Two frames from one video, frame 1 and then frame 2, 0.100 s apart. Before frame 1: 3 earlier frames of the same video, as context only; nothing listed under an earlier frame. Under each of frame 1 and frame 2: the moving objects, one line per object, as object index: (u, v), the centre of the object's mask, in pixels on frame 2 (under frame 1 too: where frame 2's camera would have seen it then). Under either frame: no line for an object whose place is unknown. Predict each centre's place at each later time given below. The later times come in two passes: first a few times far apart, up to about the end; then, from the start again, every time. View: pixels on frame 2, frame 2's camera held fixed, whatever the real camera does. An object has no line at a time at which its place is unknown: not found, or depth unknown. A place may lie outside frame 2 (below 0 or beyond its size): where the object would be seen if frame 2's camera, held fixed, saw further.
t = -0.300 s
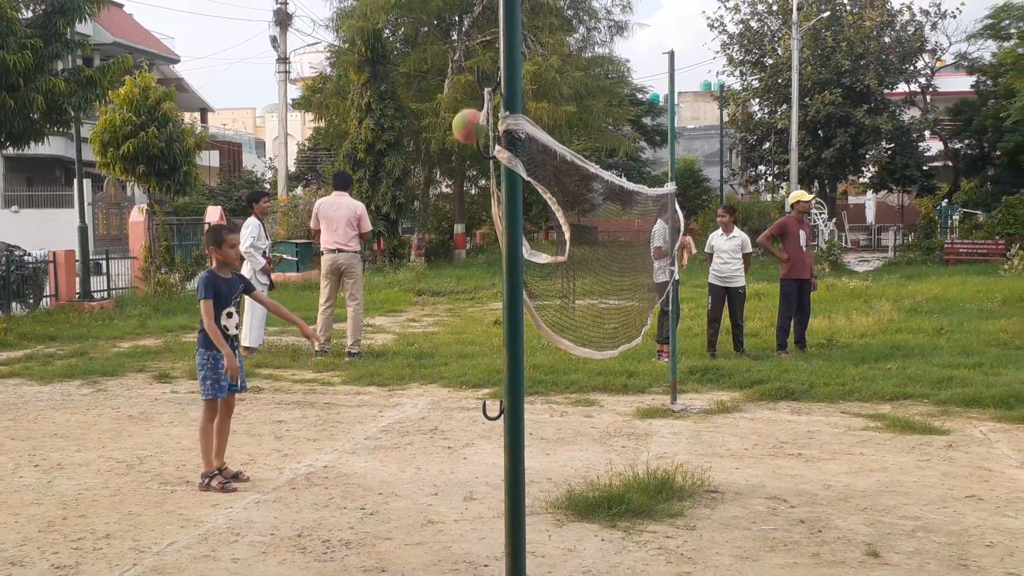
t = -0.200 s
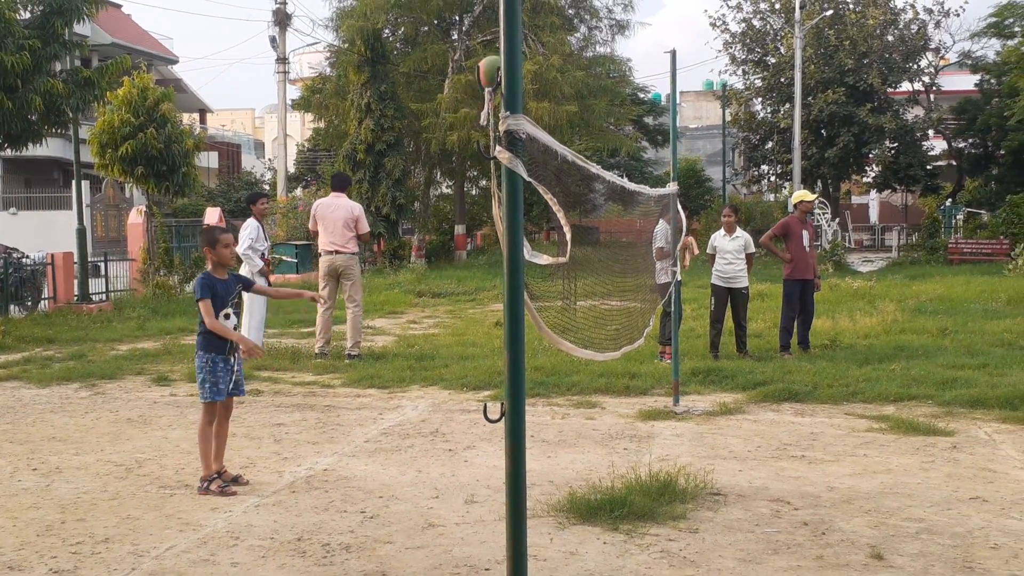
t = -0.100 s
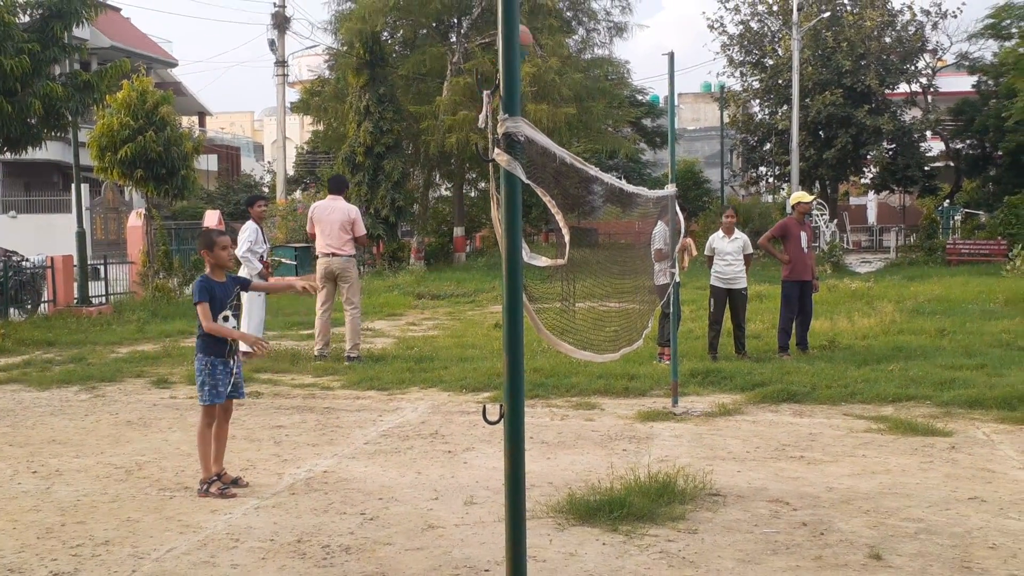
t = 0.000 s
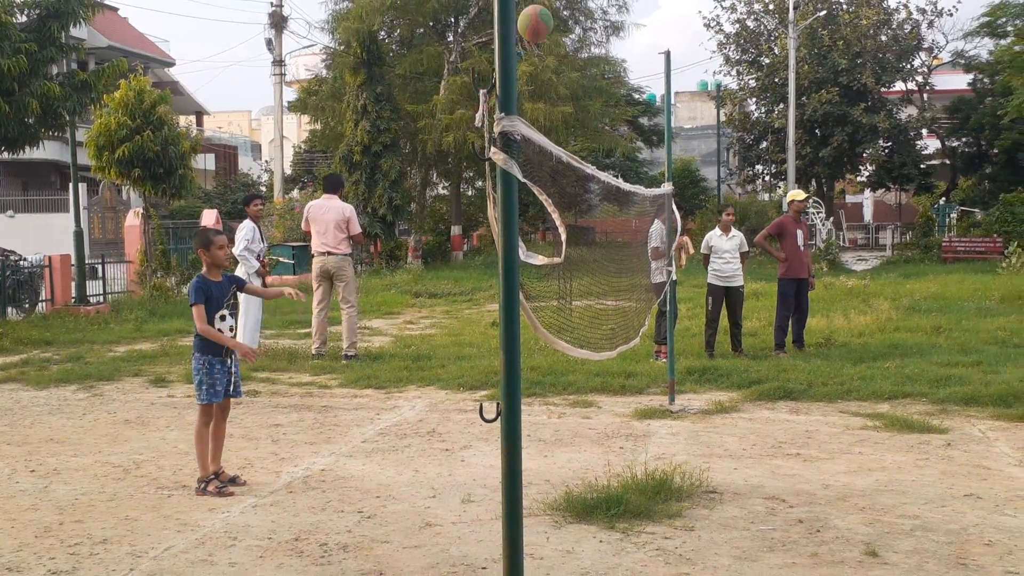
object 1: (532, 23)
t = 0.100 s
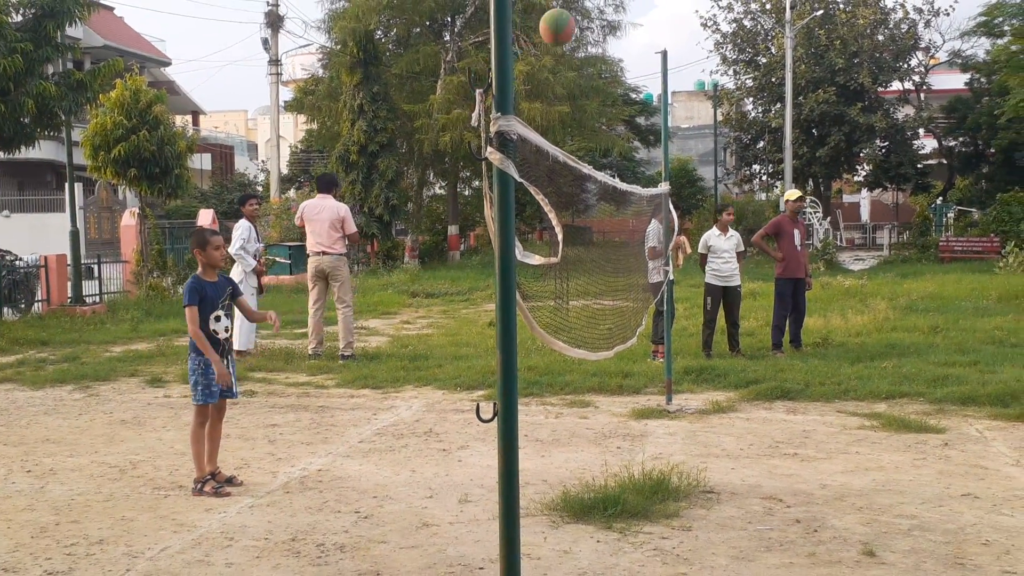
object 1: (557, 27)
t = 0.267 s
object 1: (597, 80)
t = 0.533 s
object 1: (668, 252)
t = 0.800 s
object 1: (750, 484)
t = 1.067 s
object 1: (851, 343)
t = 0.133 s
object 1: (565, 34)
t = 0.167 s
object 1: (573, 42)
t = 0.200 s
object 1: (581, 53)
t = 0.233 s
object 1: (589, 65)
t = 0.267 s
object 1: (597, 80)
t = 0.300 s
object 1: (606, 97)
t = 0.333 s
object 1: (615, 116)
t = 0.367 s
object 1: (624, 138)
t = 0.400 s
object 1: (632, 162)
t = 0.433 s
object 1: (642, 187)
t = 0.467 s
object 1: (650, 209)
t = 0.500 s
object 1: (659, 229)
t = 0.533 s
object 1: (668, 252)
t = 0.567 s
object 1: (678, 276)
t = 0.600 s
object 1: (688, 302)
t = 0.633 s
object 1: (698, 332)
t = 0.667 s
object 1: (709, 364)
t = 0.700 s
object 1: (719, 399)
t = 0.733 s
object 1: (729, 437)
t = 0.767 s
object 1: (739, 476)
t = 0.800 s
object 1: (750, 484)
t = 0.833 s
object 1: (763, 459)
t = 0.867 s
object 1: (775, 436)
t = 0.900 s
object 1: (788, 415)
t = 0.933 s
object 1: (801, 397)
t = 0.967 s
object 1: (813, 380)
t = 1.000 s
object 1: (827, 366)
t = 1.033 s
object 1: (839, 353)
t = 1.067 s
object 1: (851, 343)
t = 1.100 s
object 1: (863, 335)
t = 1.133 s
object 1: (877, 329)
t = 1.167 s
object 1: (890, 325)
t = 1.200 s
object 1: (904, 324)
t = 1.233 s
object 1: (918, 323)
